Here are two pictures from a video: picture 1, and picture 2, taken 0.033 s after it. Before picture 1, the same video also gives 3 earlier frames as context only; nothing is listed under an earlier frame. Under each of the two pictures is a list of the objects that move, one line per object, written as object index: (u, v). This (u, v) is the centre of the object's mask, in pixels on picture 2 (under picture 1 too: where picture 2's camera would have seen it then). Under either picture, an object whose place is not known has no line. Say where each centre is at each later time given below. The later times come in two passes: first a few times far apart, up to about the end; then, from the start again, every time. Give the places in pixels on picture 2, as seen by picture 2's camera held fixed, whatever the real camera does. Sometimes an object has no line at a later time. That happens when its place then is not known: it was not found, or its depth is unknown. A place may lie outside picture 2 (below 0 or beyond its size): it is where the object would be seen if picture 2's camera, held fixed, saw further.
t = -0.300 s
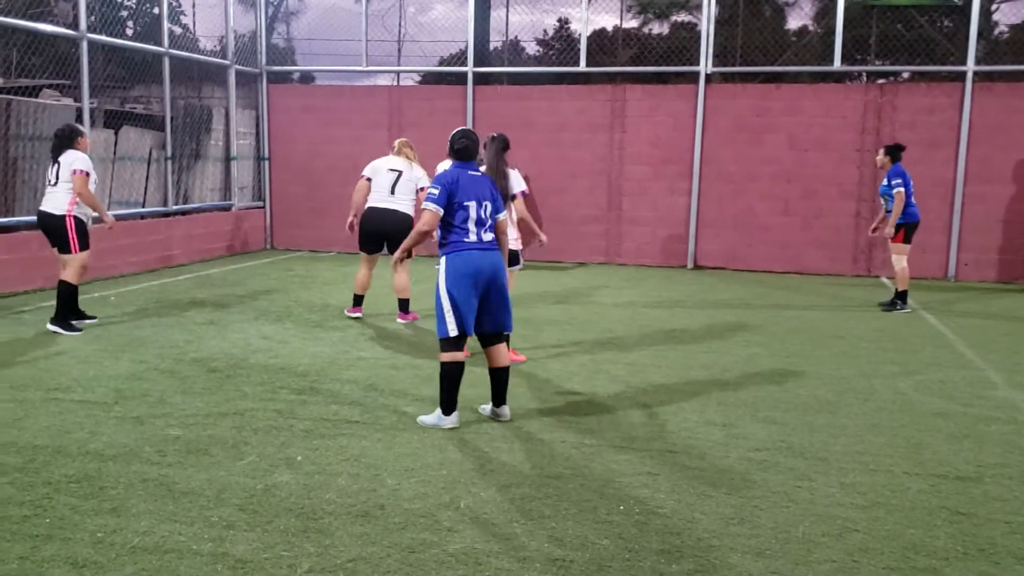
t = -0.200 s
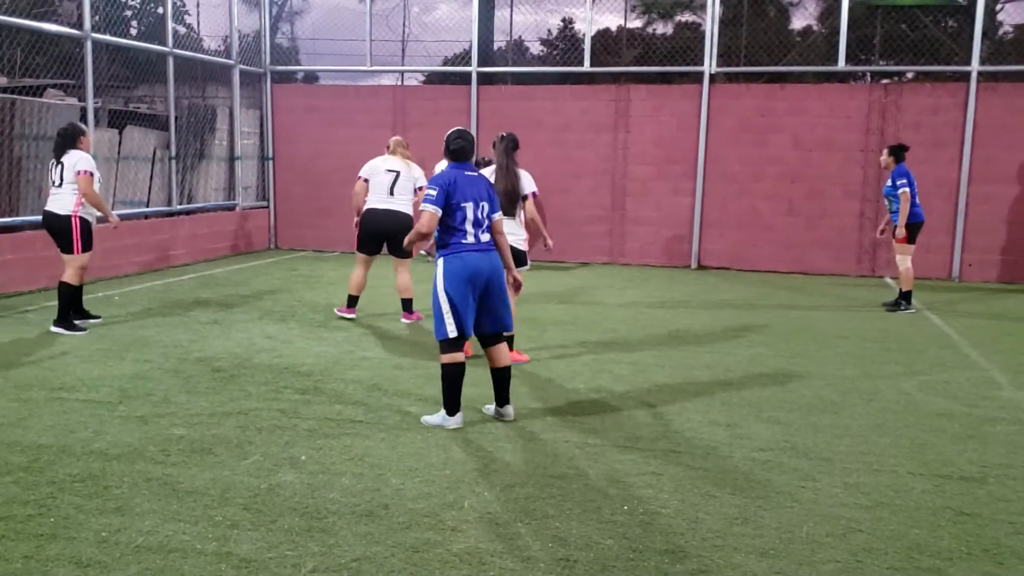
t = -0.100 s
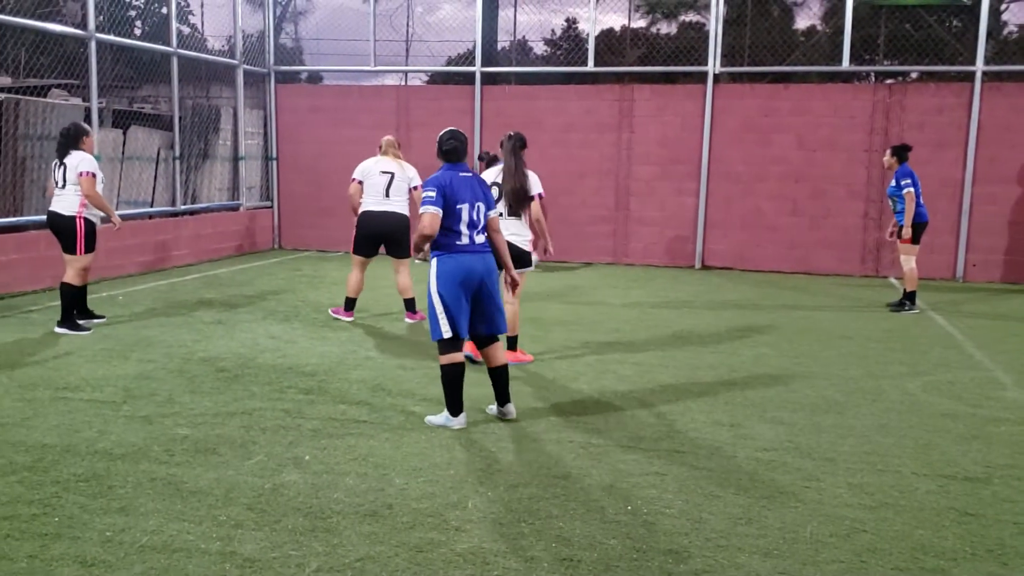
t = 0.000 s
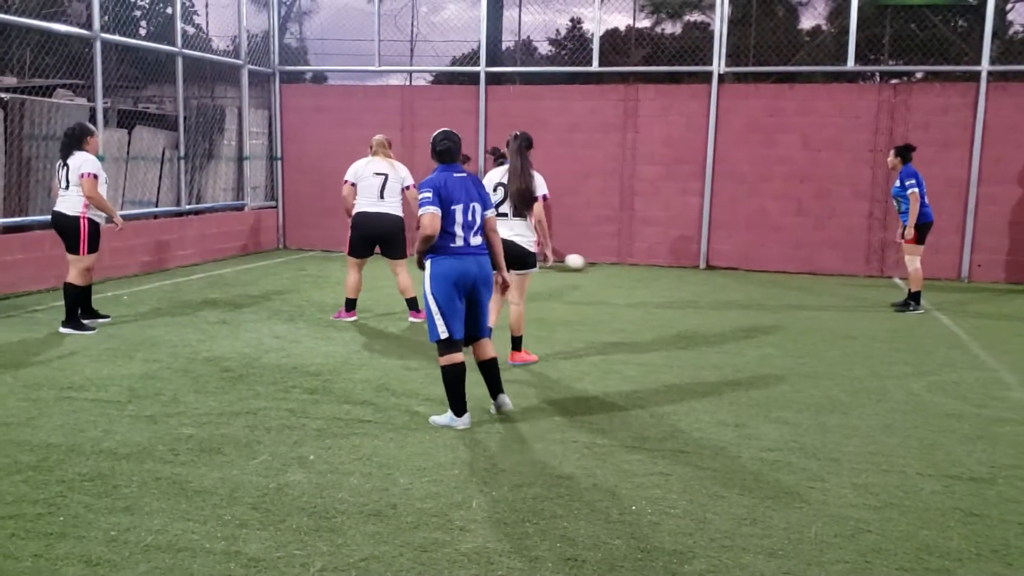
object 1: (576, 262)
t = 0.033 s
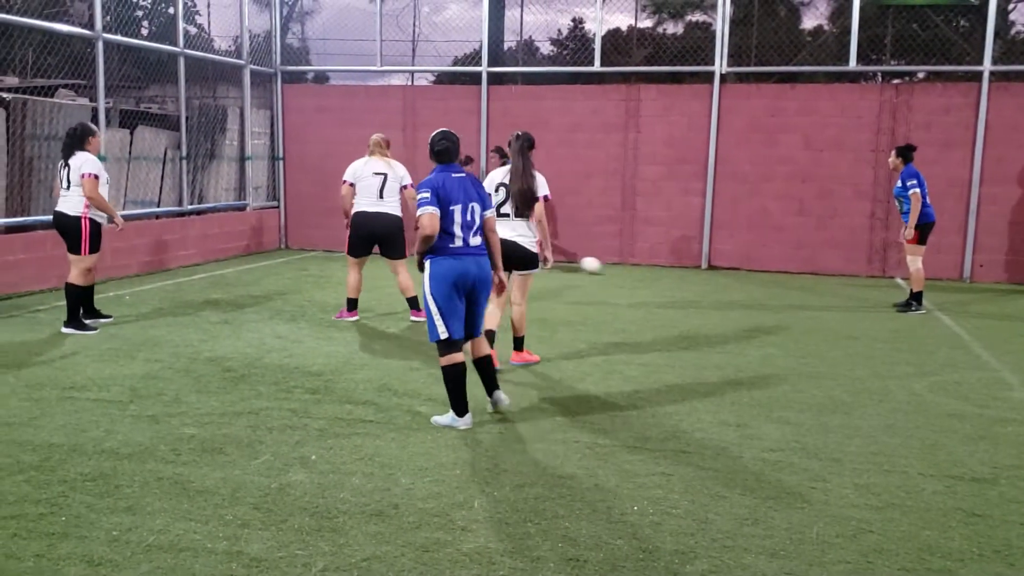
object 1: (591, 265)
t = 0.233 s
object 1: (680, 278)
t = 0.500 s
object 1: (797, 295)
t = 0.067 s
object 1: (606, 268)
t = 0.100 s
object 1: (620, 270)
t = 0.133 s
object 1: (635, 272)
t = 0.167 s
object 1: (650, 274)
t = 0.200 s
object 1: (665, 276)
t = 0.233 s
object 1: (680, 278)
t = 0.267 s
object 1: (695, 280)
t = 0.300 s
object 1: (709, 282)
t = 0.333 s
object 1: (724, 284)
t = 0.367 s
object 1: (739, 286)
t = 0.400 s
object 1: (754, 288)
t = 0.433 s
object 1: (768, 291)
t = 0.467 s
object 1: (783, 293)
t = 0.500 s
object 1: (797, 295)
